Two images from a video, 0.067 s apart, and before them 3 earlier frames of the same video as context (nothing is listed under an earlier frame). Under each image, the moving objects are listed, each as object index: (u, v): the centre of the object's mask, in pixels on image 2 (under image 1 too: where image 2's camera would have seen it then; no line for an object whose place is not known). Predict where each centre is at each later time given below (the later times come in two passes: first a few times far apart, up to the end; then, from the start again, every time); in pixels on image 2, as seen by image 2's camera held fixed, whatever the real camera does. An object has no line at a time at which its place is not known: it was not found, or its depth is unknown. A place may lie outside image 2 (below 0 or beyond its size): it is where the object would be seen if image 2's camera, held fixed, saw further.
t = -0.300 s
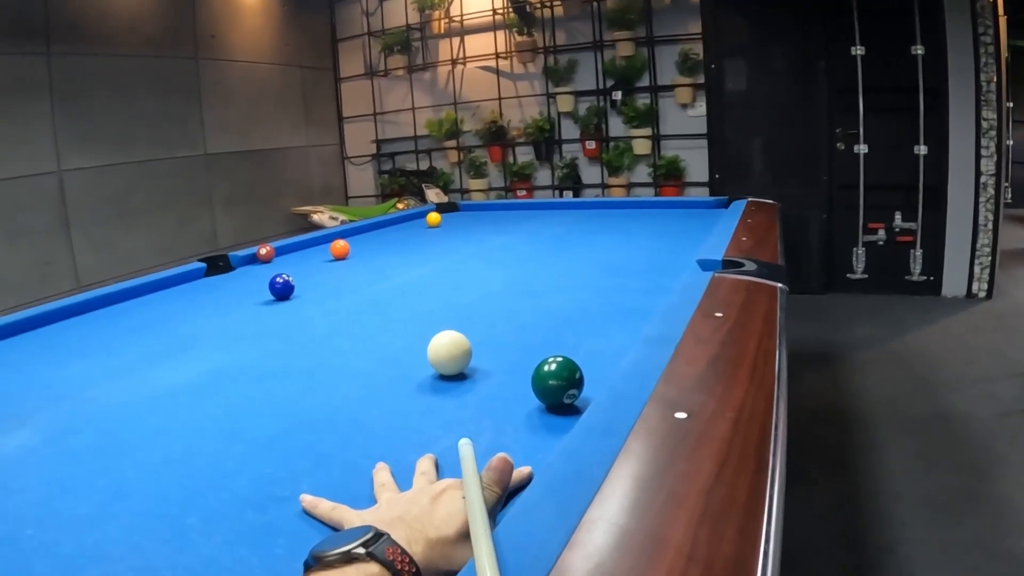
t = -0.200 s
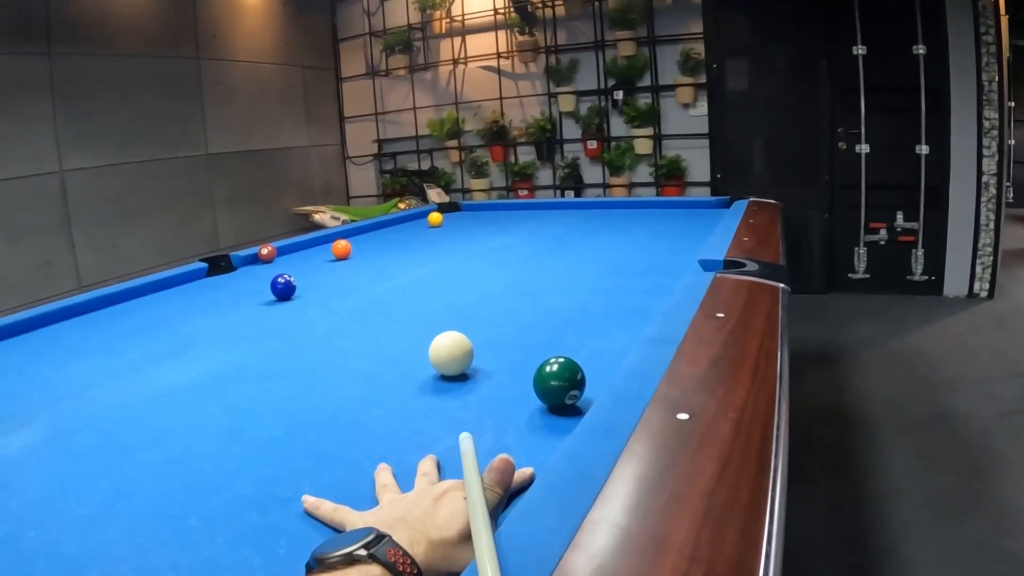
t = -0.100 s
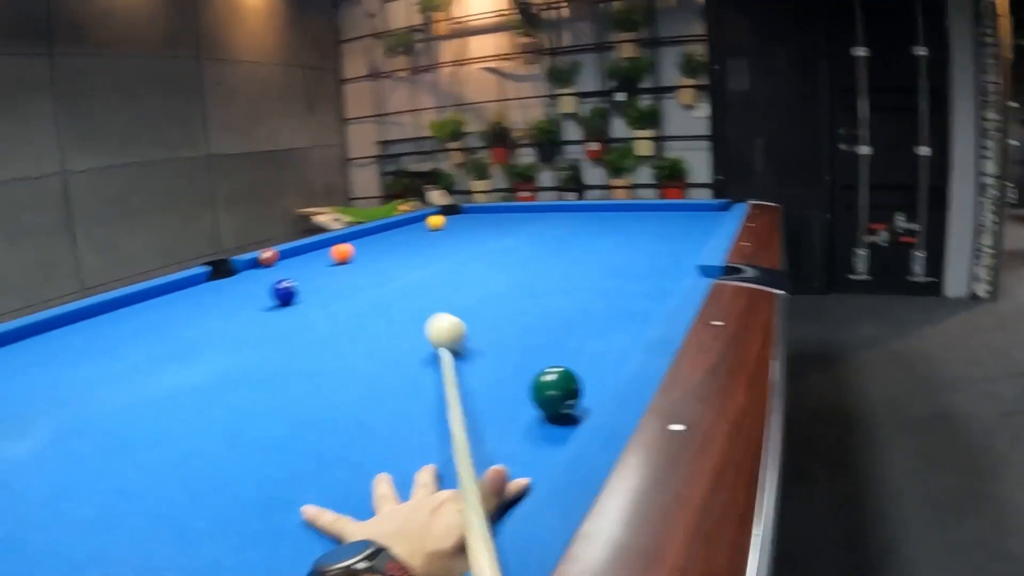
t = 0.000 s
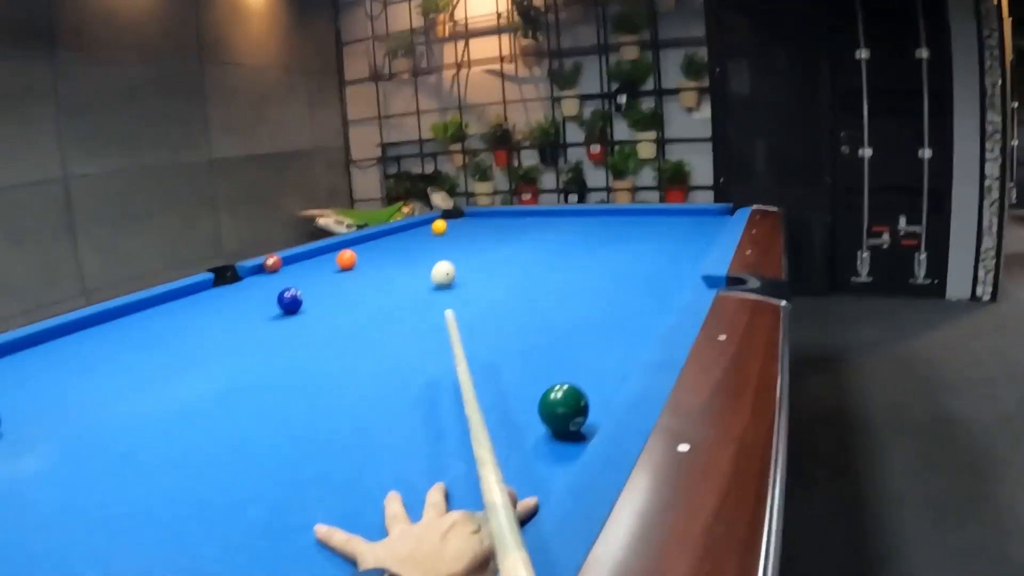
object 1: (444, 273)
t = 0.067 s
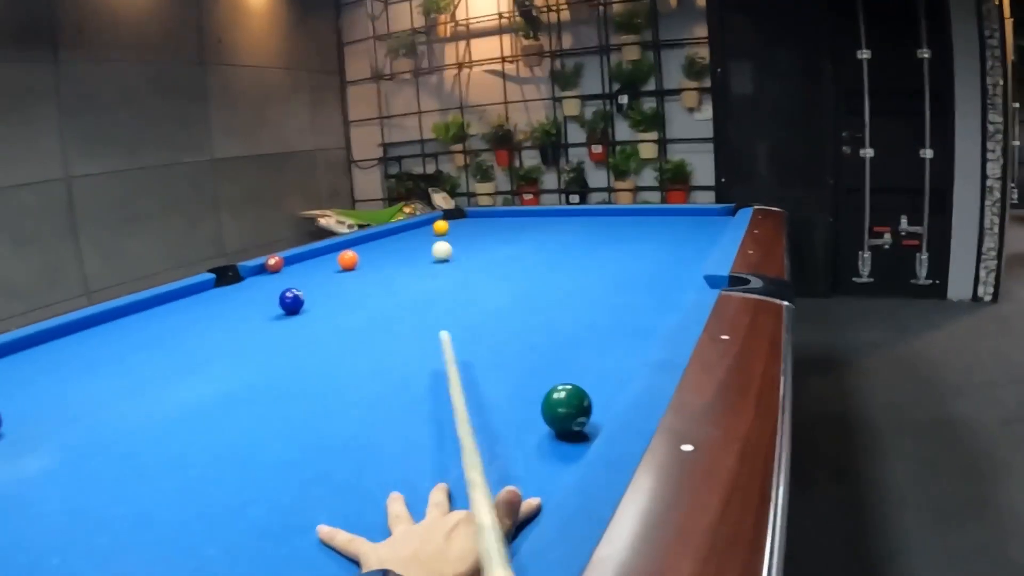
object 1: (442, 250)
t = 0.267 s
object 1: (424, 232)
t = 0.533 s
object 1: (392, 237)
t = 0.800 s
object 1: (361, 243)
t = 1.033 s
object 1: (333, 249)
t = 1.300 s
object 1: (311, 256)
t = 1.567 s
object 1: (296, 263)
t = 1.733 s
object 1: (294, 267)
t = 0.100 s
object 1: (440, 242)
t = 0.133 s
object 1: (440, 236)
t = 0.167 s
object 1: (439, 231)
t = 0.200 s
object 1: (434, 231)
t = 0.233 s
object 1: (429, 232)
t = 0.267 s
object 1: (424, 232)
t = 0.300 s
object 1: (419, 233)
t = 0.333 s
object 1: (415, 233)
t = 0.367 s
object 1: (411, 234)
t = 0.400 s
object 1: (407, 234)
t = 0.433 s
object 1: (403, 235)
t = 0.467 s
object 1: (399, 236)
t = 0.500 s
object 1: (395, 237)
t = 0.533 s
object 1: (392, 237)
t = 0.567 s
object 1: (388, 238)
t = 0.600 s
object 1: (384, 239)
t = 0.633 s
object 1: (380, 239)
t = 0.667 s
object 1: (376, 240)
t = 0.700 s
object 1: (373, 241)
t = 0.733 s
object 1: (369, 241)
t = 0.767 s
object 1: (365, 242)
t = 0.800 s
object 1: (361, 243)
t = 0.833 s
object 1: (358, 243)
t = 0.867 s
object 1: (354, 244)
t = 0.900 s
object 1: (349, 244)
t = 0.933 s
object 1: (345, 245)
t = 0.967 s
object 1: (341, 247)
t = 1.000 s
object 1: (337, 248)
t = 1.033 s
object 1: (333, 249)
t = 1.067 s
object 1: (329, 249)
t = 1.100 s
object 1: (325, 250)
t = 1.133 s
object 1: (323, 251)
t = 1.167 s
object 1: (320, 252)
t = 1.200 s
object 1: (318, 253)
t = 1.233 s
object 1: (316, 254)
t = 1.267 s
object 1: (314, 255)
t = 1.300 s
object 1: (311, 256)
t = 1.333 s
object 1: (309, 257)
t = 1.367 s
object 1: (307, 258)
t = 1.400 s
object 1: (304, 258)
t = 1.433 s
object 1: (302, 259)
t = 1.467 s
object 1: (300, 260)
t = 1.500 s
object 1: (297, 261)
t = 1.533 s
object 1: (297, 262)
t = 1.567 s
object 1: (296, 263)
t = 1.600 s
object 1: (296, 263)
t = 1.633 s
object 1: (295, 264)
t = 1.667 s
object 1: (295, 265)
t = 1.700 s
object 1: (295, 266)
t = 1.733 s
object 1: (294, 267)
